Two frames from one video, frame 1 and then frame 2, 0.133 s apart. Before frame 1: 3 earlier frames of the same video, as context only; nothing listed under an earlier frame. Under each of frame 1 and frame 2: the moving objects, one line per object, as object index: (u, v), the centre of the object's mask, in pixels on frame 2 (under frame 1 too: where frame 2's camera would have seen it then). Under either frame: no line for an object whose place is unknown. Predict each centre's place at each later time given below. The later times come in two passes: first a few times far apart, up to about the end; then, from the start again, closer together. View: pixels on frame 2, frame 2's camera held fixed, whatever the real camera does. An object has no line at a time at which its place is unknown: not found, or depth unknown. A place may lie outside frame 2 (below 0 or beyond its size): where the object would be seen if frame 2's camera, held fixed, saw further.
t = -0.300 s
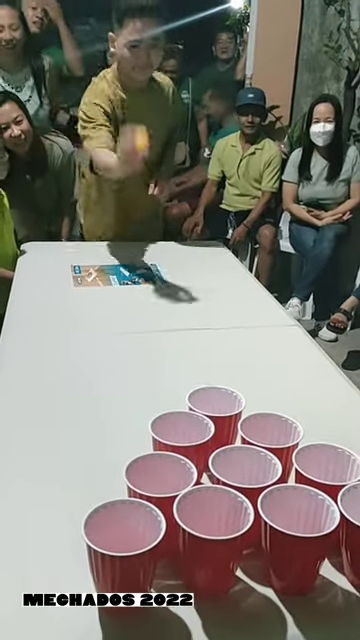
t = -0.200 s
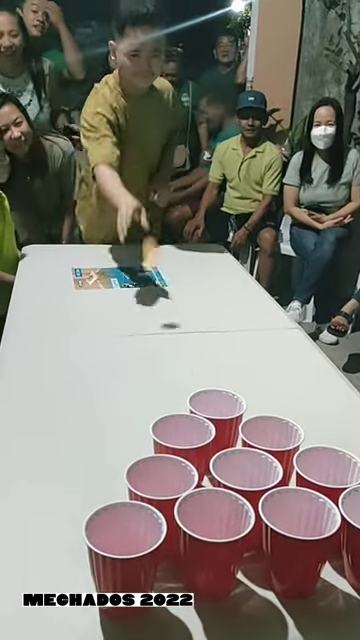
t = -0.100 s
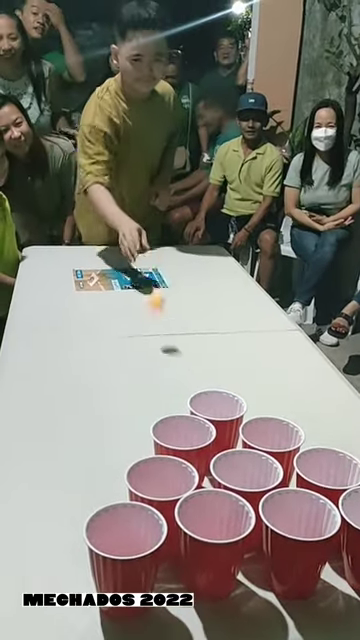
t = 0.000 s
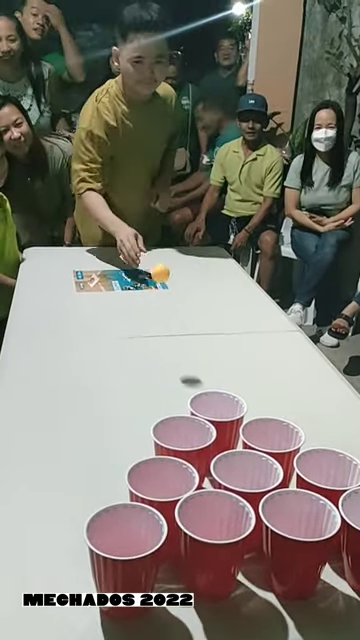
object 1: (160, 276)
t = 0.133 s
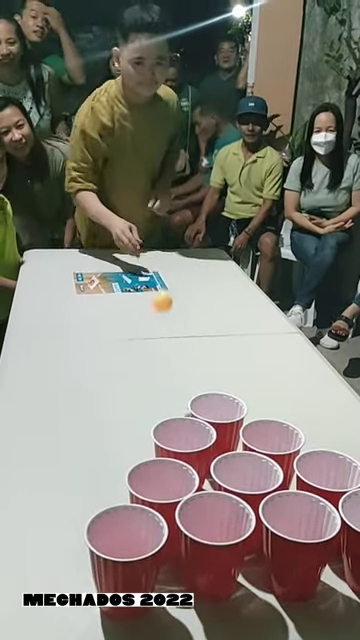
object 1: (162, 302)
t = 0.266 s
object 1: (161, 414)
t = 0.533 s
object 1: (151, 452)
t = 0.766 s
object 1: (122, 461)
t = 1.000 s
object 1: (98, 483)
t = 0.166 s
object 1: (163, 324)
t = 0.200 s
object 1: (163, 350)
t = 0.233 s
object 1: (163, 382)
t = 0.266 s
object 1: (161, 414)
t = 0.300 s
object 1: (161, 414)
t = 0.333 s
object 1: (165, 412)
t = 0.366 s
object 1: (167, 412)
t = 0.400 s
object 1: (168, 414)
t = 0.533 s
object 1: (151, 452)
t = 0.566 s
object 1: (148, 450)
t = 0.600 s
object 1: (145, 449)
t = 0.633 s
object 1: (140, 453)
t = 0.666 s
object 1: (130, 462)
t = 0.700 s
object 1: (128, 460)
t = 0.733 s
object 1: (125, 458)
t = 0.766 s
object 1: (122, 461)
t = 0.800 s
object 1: (117, 472)
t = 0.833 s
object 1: (115, 473)
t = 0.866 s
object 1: (112, 474)
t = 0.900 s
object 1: (109, 479)
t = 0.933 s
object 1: (105, 479)
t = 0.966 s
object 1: (102, 482)
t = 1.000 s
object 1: (98, 483)
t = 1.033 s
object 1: (95, 486)
